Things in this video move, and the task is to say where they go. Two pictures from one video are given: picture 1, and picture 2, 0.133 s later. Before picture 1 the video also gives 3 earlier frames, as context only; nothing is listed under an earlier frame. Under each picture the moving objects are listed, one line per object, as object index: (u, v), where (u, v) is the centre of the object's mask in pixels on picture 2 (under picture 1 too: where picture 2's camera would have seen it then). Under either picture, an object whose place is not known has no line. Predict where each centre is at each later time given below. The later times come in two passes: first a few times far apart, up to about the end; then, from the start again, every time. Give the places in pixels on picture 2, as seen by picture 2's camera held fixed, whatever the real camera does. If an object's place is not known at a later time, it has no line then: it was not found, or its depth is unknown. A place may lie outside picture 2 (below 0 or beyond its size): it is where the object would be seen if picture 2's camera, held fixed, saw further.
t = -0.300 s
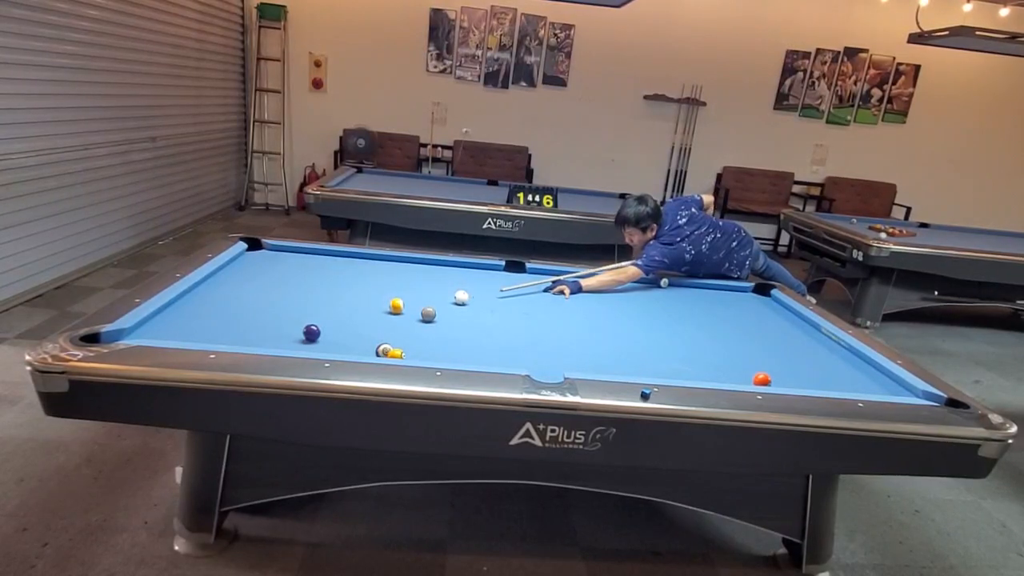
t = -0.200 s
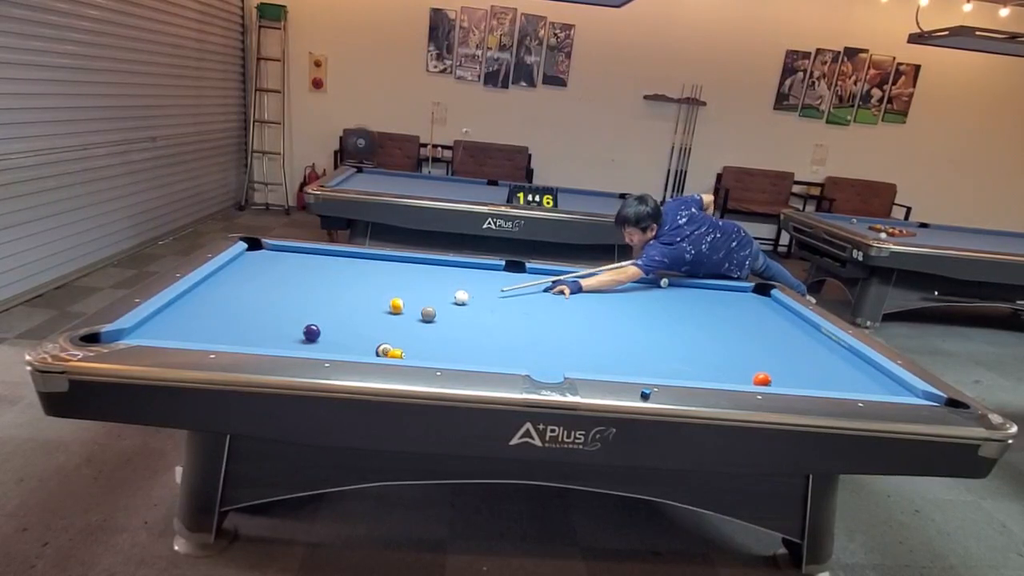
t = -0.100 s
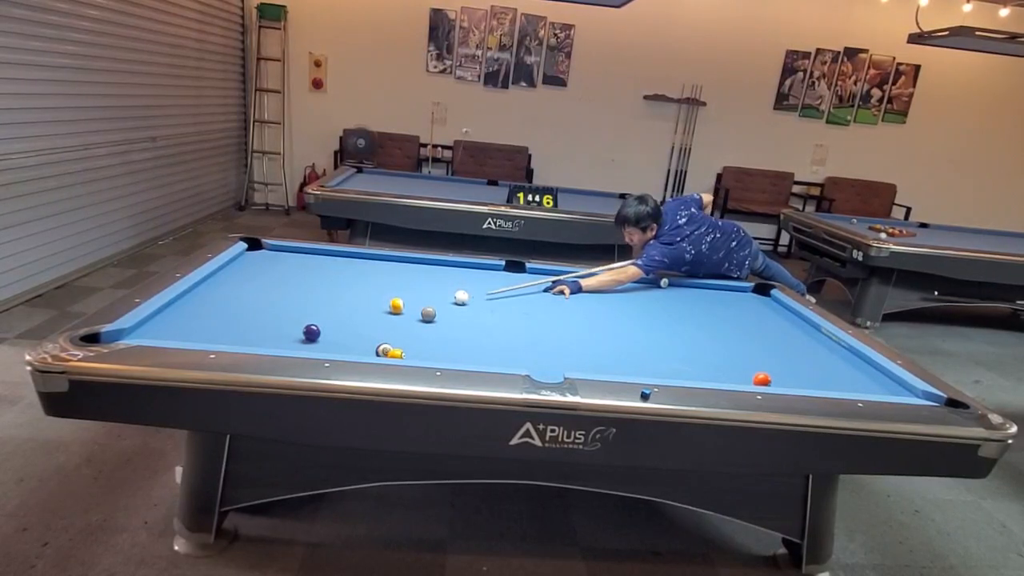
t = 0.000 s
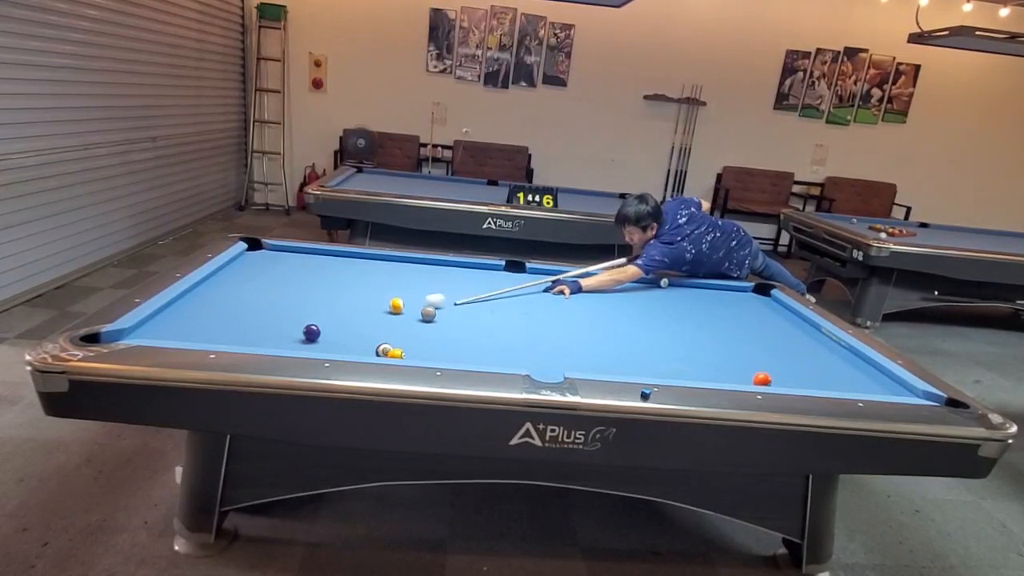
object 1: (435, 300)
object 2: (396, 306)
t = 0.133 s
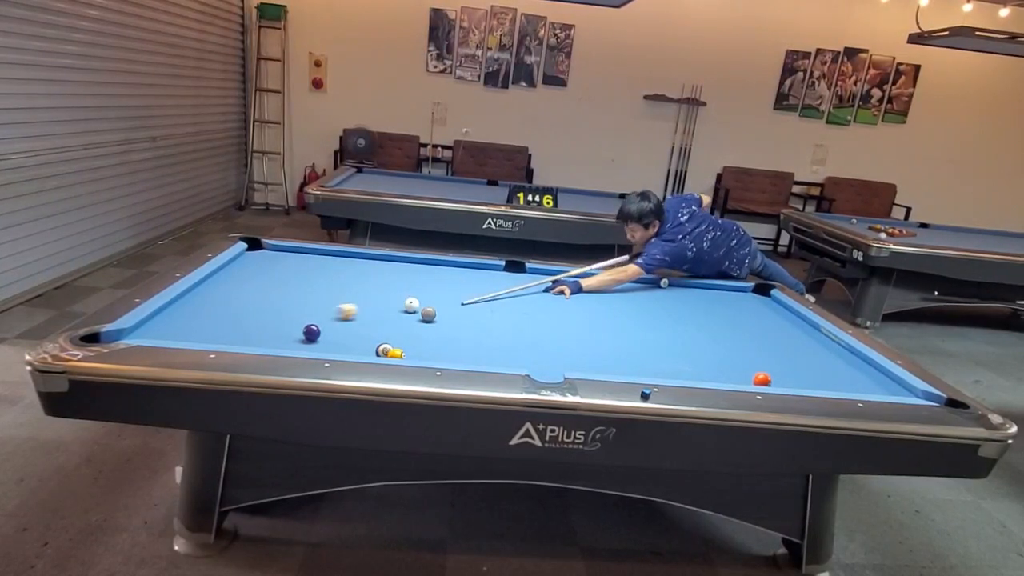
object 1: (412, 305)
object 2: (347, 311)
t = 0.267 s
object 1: (416, 305)
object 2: (271, 320)
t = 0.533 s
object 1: (423, 304)
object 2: (104, 337)
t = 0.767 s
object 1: (430, 303)
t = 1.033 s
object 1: (435, 303)
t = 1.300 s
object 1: (439, 304)
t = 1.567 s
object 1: (441, 305)
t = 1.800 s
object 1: (442, 306)
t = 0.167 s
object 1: (413, 305)
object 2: (328, 313)
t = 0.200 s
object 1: (414, 305)
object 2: (310, 315)
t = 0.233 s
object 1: (415, 305)
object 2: (290, 318)
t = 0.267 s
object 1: (416, 305)
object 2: (271, 320)
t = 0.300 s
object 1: (417, 305)
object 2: (252, 322)
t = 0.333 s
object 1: (418, 305)
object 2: (233, 324)
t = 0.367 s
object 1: (419, 304)
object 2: (213, 327)
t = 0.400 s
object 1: (420, 304)
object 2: (193, 329)
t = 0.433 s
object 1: (421, 304)
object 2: (173, 330)
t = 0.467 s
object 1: (421, 305)
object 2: (152, 332)
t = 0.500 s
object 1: (423, 304)
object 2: (128, 333)
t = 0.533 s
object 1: (423, 304)
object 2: (104, 337)
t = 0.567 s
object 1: (425, 303)
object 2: (91, 340)
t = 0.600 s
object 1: (426, 303)
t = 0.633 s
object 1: (427, 303)
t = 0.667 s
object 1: (427, 303)
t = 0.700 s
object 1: (428, 303)
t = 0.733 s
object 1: (429, 303)
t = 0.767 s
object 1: (430, 303)
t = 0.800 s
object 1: (431, 303)
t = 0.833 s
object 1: (432, 303)
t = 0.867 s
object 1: (432, 303)
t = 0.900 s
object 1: (433, 302)
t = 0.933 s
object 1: (434, 303)
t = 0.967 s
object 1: (434, 303)
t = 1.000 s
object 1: (434, 303)
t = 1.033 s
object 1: (435, 303)
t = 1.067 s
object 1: (436, 303)
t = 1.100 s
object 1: (436, 303)
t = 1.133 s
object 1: (437, 303)
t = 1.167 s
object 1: (438, 304)
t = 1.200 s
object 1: (438, 305)
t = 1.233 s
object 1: (439, 305)
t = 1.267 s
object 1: (439, 305)
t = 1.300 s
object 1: (439, 304)
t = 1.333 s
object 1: (439, 305)
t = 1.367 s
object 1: (440, 305)
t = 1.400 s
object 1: (440, 305)
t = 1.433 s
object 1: (440, 305)
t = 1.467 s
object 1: (441, 305)
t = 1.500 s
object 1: (441, 305)
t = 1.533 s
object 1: (441, 305)
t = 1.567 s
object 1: (441, 305)
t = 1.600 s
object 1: (441, 305)
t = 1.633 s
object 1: (441, 305)
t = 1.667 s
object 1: (442, 306)
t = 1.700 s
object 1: (442, 305)
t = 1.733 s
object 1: (442, 306)
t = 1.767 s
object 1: (442, 306)
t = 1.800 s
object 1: (442, 306)
